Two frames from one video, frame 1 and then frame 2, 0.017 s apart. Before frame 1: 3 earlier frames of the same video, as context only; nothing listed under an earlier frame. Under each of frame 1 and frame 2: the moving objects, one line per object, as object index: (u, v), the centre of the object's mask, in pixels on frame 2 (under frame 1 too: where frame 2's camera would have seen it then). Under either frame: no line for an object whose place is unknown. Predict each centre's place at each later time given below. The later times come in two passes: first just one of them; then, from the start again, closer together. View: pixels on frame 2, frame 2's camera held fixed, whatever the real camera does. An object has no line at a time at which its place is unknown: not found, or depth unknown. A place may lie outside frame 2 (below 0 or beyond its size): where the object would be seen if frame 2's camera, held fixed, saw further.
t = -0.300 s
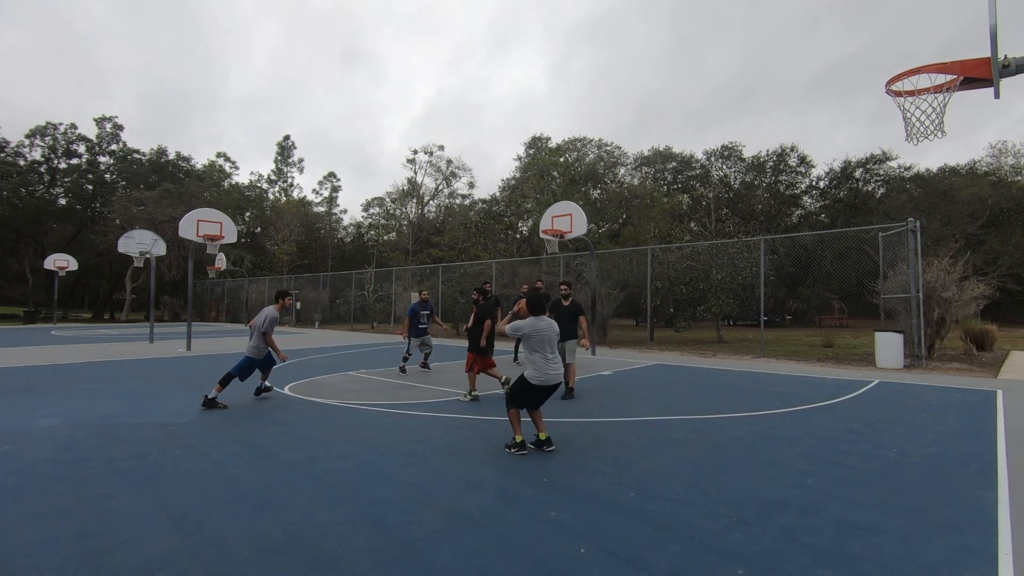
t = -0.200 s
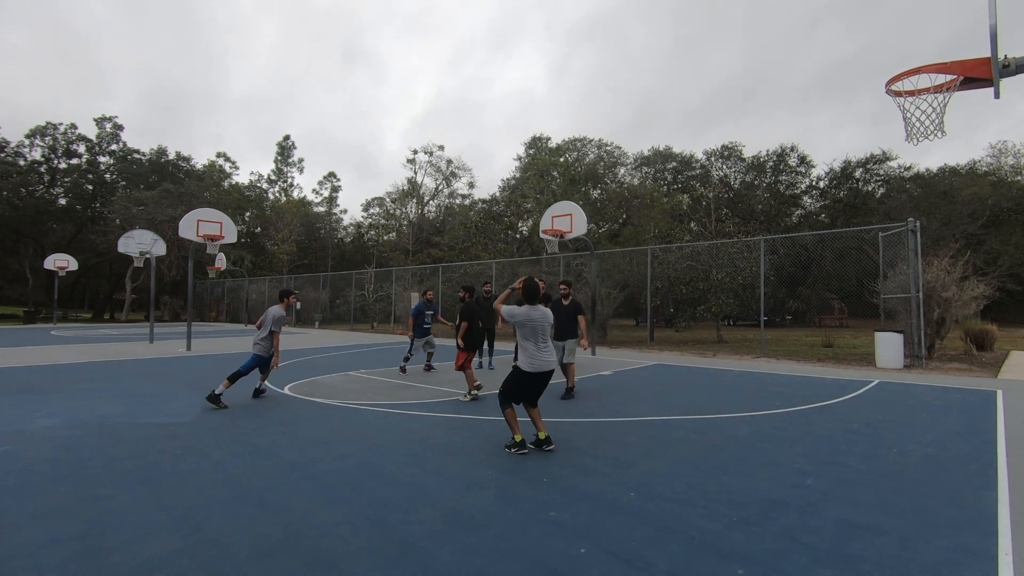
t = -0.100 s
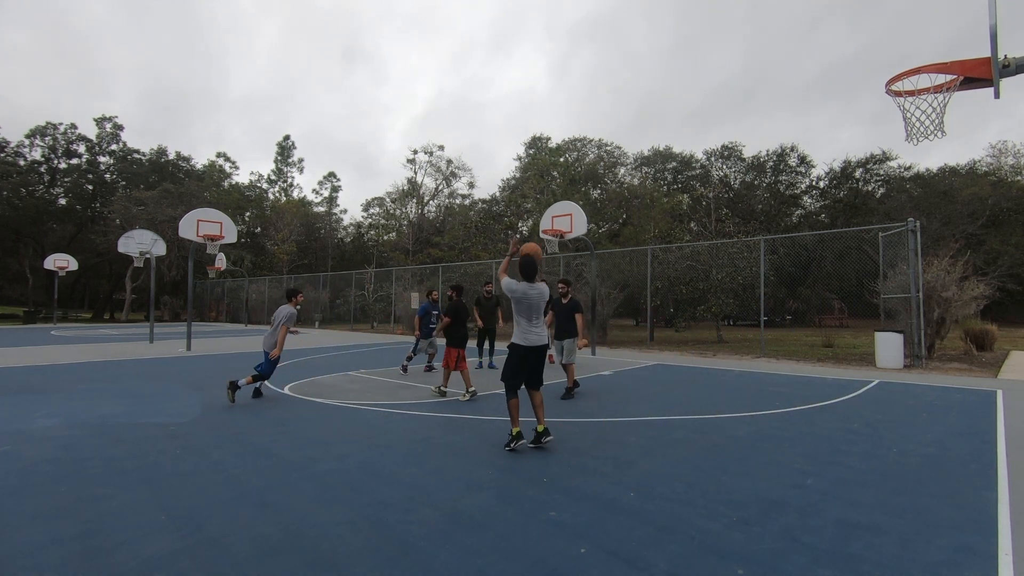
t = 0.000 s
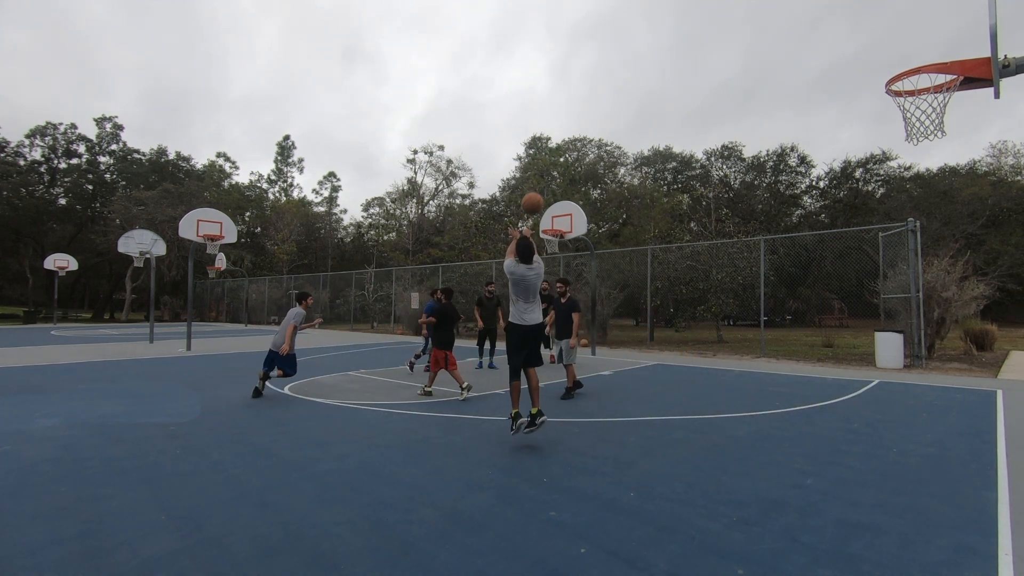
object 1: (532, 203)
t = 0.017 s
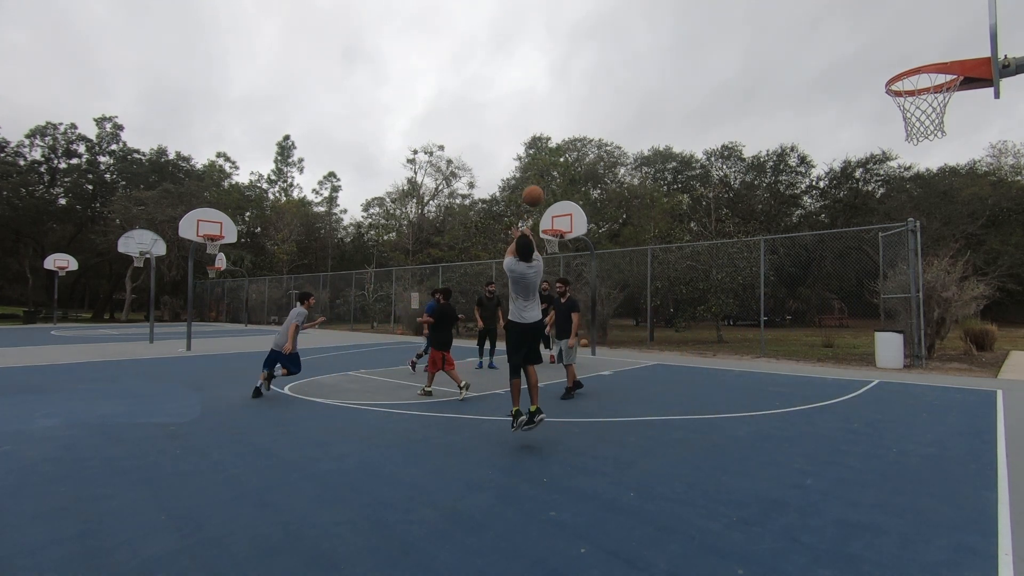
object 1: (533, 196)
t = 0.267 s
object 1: (539, 133)
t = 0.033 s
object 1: (533, 189)
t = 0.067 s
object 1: (534, 177)
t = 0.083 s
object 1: (535, 171)
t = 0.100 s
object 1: (535, 166)
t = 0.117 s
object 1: (536, 161)
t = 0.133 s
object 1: (536, 157)
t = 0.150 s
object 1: (536, 153)
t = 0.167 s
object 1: (537, 149)
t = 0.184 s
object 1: (537, 146)
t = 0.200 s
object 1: (537, 143)
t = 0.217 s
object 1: (538, 140)
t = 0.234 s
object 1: (538, 138)
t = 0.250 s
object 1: (538, 135)
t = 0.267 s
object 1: (539, 133)
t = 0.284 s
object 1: (539, 131)
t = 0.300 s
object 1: (539, 130)
